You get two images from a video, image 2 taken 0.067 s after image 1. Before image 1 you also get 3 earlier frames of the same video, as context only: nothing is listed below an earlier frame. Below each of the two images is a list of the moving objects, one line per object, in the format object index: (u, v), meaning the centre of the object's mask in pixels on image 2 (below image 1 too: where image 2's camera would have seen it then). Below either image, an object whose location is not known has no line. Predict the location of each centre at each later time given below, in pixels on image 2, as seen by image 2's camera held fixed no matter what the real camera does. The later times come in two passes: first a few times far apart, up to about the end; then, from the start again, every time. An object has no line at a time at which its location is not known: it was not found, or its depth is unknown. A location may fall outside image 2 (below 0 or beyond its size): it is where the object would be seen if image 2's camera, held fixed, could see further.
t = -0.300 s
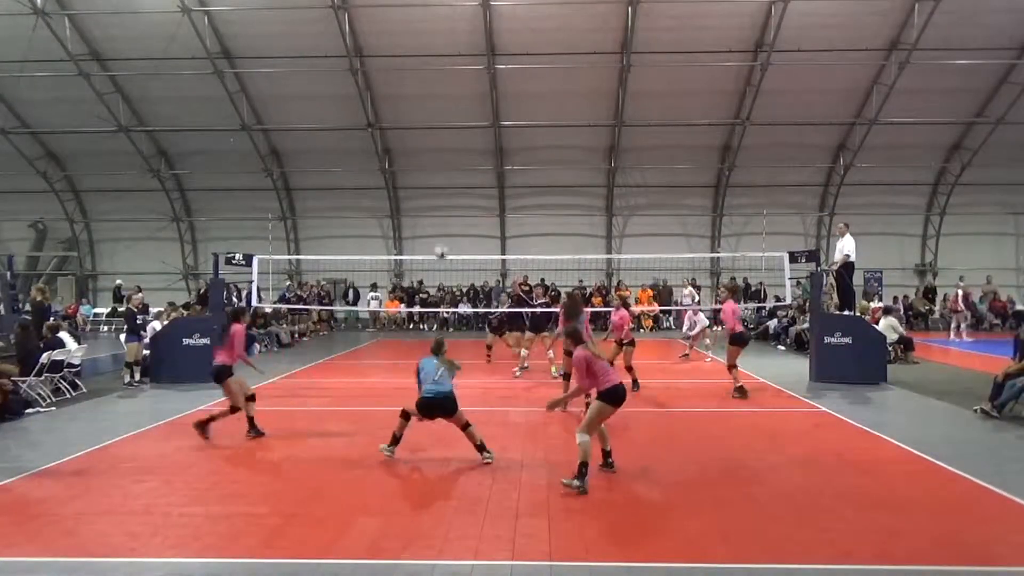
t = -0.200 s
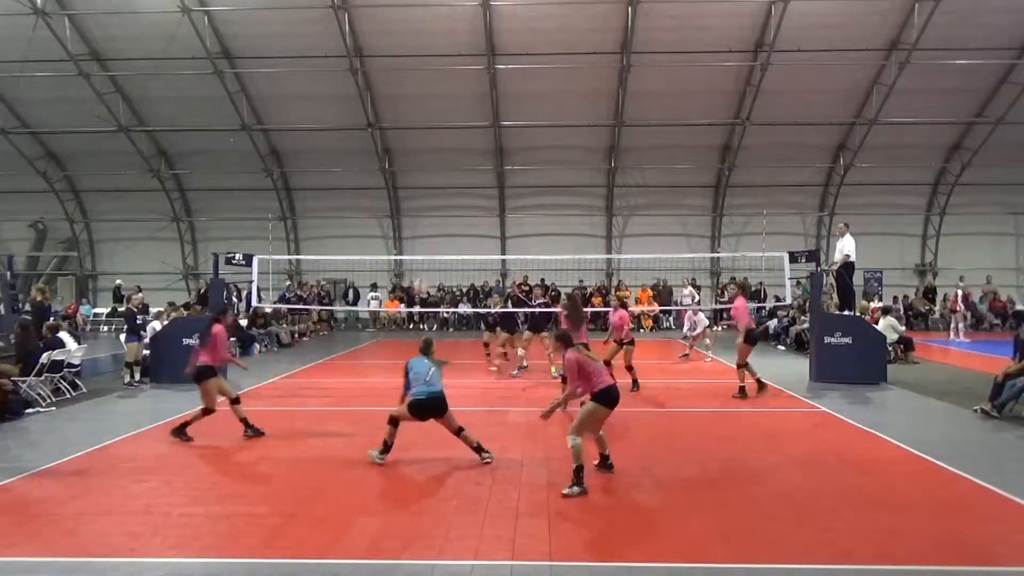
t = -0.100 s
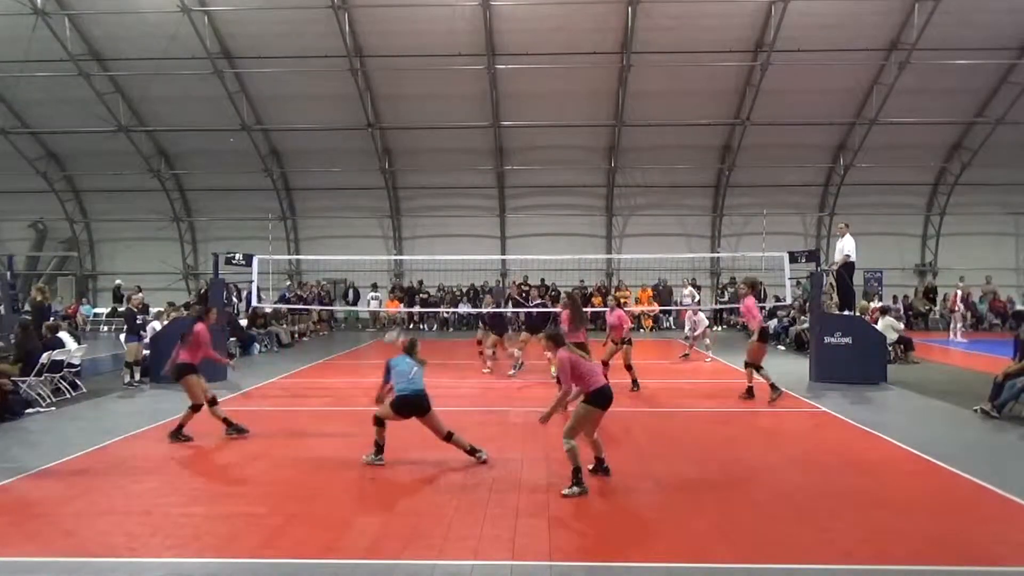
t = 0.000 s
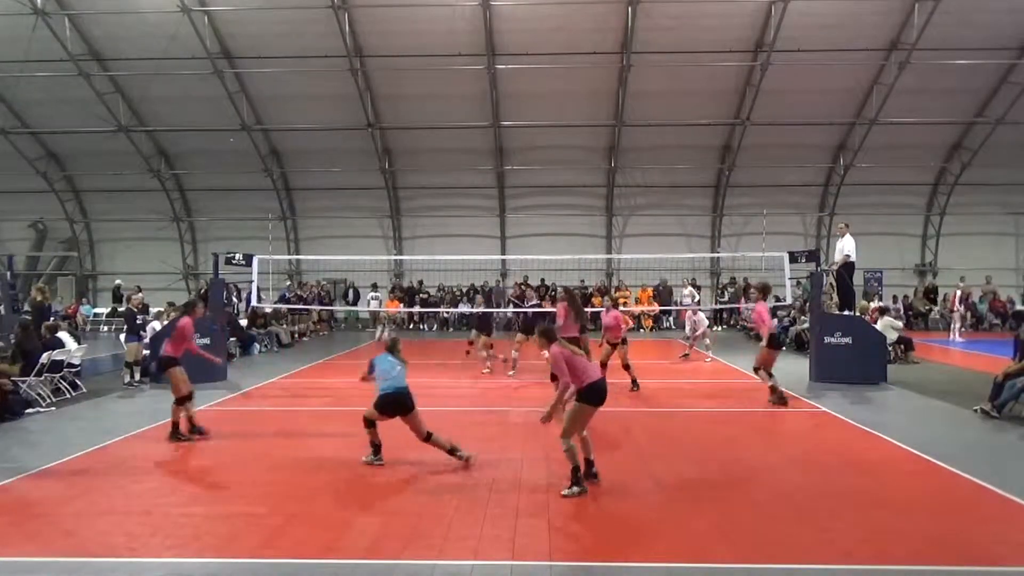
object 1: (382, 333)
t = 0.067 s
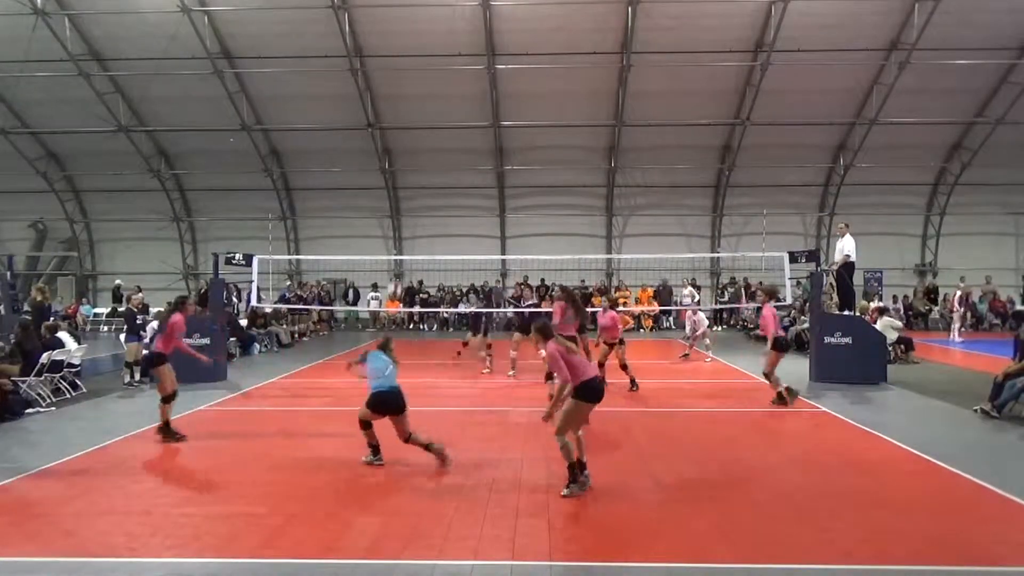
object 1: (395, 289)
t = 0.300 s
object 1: (425, 184)
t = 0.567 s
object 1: (455, 131)
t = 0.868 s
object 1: (485, 135)
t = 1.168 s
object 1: (511, 193)
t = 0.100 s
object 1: (398, 274)
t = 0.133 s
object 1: (402, 256)
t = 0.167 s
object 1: (407, 239)
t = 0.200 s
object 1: (412, 224)
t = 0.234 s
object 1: (416, 208)
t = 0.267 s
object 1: (420, 196)
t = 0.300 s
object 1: (425, 184)
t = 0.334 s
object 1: (429, 175)
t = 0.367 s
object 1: (433, 166)
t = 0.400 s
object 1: (437, 157)
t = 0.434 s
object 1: (440, 150)
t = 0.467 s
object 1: (444, 145)
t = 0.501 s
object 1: (448, 138)
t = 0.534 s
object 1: (451, 134)
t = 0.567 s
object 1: (455, 131)
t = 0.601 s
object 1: (458, 128)
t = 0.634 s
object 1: (462, 125)
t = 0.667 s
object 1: (465, 125)
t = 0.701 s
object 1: (469, 125)
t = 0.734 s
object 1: (471, 125)
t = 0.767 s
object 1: (474, 126)
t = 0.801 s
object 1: (478, 129)
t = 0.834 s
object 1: (481, 130)
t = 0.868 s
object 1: (485, 135)
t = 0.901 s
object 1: (488, 138)
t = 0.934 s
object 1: (490, 143)
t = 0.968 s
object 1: (494, 149)
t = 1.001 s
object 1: (497, 155)
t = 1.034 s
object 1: (500, 160)
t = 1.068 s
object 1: (502, 169)
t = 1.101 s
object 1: (505, 175)
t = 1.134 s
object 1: (508, 185)
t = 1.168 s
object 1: (511, 193)
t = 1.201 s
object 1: (513, 201)
